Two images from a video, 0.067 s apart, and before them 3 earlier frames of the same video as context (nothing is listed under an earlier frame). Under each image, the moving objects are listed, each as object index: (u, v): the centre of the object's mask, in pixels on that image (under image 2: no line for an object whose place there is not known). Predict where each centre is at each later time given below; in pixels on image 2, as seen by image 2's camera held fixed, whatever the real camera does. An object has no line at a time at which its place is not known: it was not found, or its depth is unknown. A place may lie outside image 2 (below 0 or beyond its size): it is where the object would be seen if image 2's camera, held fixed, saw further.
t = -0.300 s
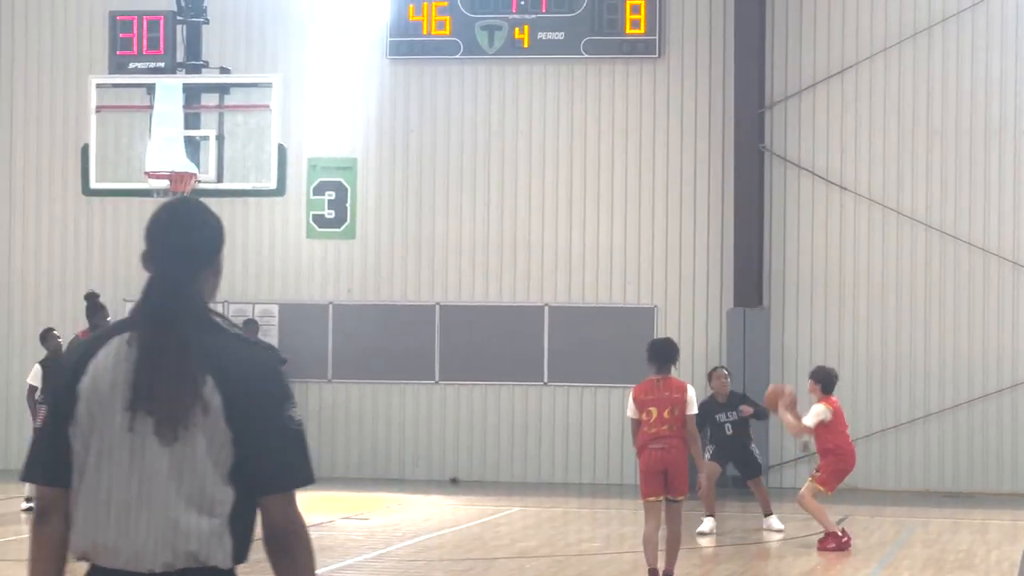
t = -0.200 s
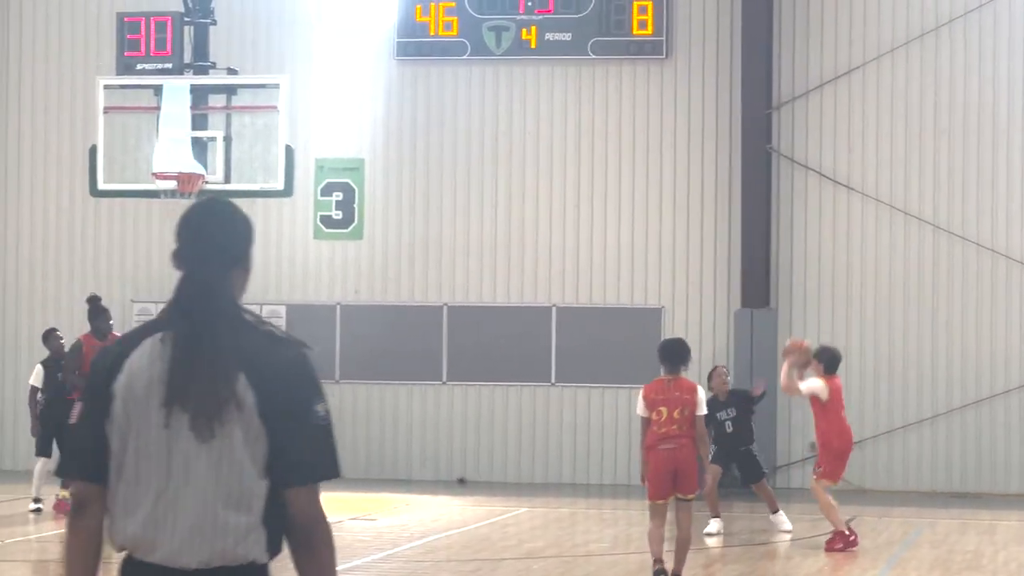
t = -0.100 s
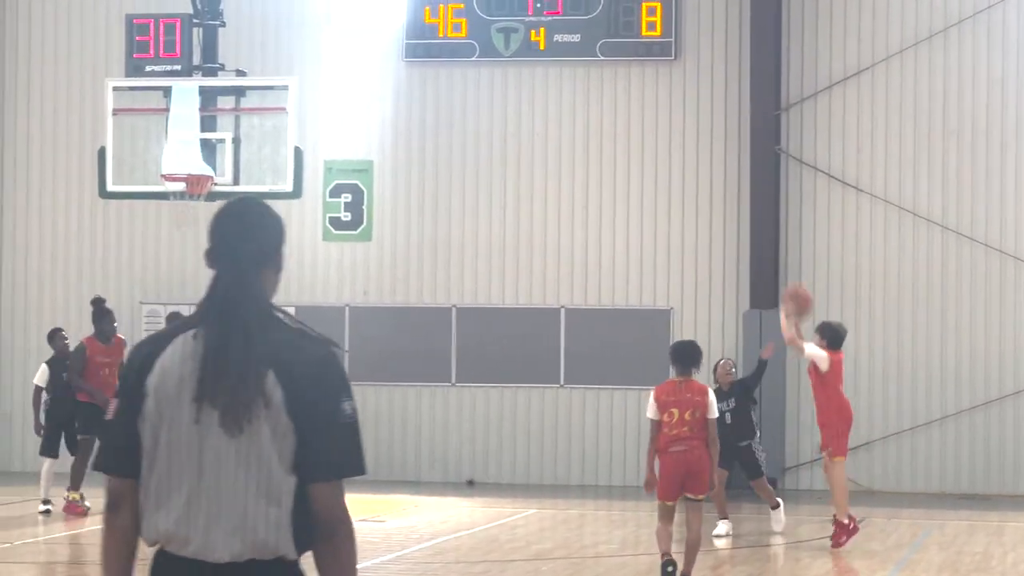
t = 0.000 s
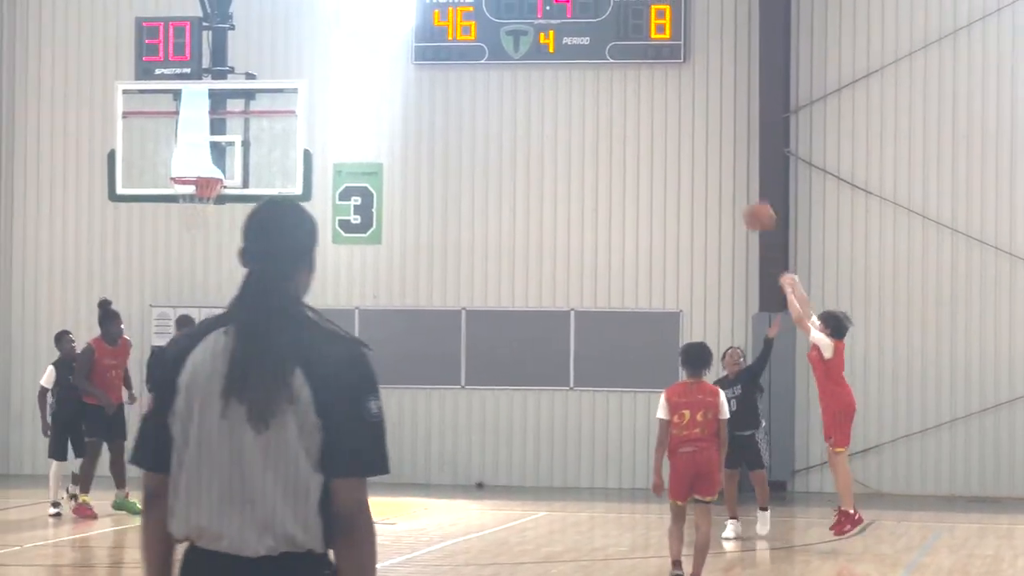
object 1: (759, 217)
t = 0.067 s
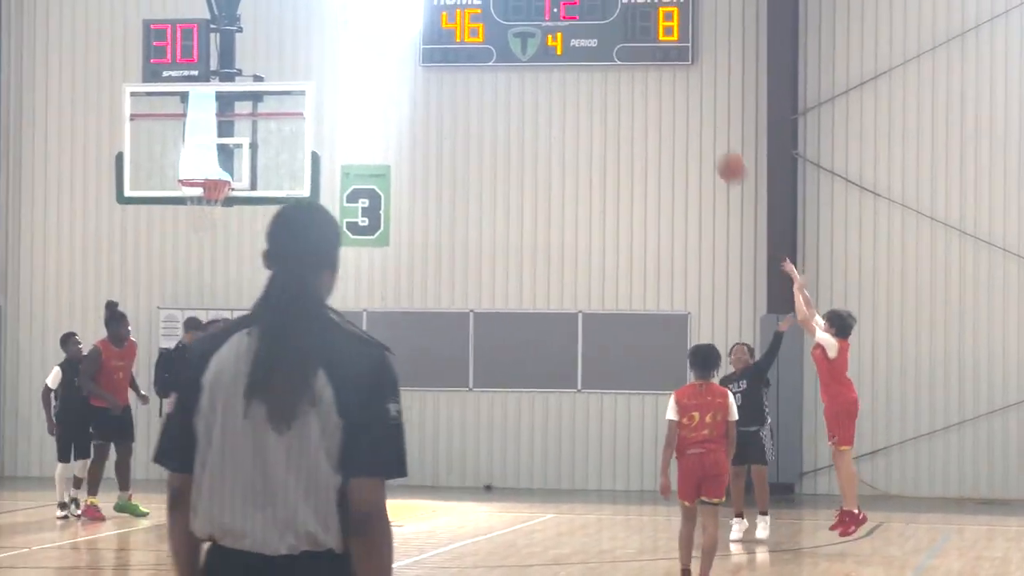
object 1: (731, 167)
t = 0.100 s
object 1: (714, 144)
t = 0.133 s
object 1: (697, 124)
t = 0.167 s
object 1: (681, 103)
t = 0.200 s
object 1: (664, 84)
